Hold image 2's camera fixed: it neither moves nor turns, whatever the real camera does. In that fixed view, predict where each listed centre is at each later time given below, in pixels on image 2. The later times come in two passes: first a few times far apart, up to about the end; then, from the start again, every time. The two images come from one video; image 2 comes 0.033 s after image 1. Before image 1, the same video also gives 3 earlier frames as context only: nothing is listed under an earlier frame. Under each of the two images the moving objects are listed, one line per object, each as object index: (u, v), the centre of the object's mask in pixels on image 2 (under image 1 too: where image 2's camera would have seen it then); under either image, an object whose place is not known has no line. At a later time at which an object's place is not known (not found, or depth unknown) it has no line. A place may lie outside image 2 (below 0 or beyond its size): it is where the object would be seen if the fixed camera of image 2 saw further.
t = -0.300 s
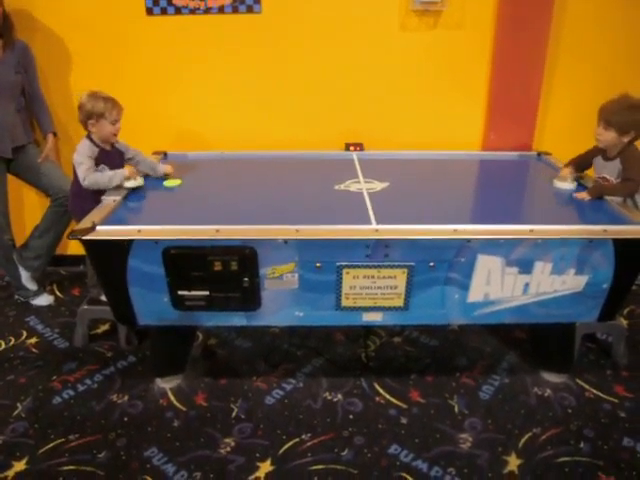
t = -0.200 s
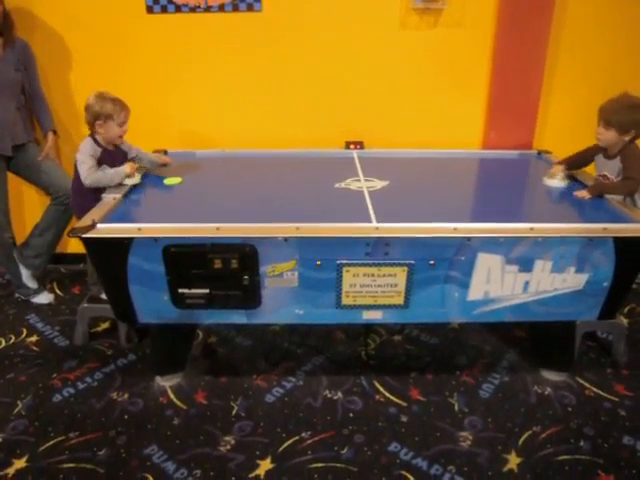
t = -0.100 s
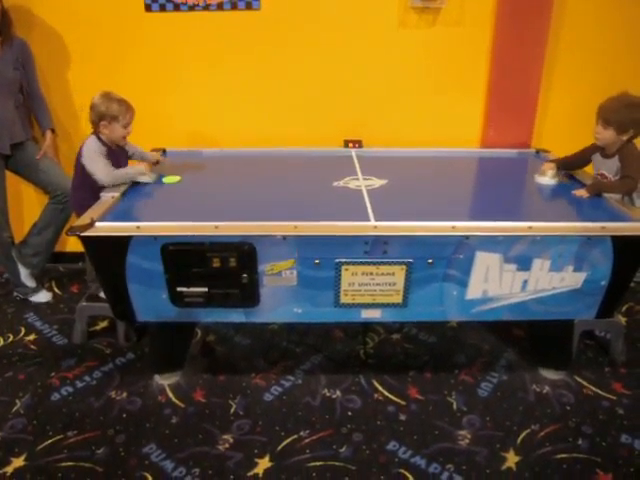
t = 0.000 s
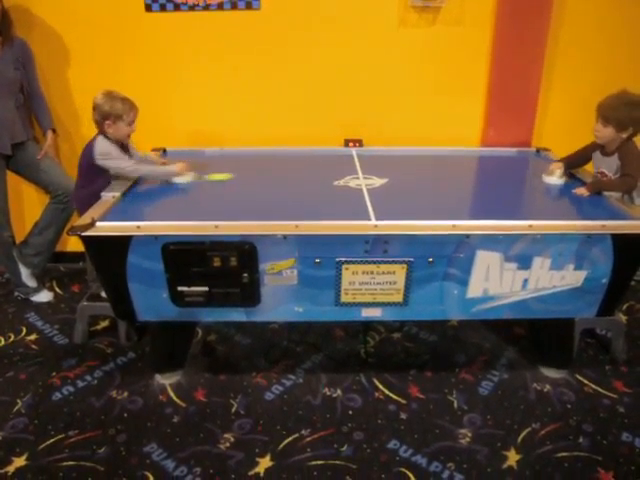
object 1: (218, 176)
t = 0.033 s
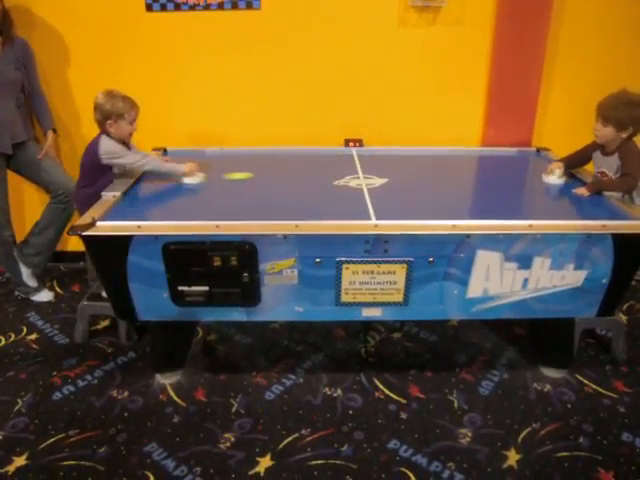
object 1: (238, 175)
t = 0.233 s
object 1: (353, 171)
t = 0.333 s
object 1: (407, 169)
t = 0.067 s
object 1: (257, 175)
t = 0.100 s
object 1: (276, 174)
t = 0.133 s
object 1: (296, 173)
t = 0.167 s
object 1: (315, 172)
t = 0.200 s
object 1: (334, 172)
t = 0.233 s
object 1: (353, 171)
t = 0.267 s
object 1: (373, 171)
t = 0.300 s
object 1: (390, 170)
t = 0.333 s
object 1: (407, 169)
